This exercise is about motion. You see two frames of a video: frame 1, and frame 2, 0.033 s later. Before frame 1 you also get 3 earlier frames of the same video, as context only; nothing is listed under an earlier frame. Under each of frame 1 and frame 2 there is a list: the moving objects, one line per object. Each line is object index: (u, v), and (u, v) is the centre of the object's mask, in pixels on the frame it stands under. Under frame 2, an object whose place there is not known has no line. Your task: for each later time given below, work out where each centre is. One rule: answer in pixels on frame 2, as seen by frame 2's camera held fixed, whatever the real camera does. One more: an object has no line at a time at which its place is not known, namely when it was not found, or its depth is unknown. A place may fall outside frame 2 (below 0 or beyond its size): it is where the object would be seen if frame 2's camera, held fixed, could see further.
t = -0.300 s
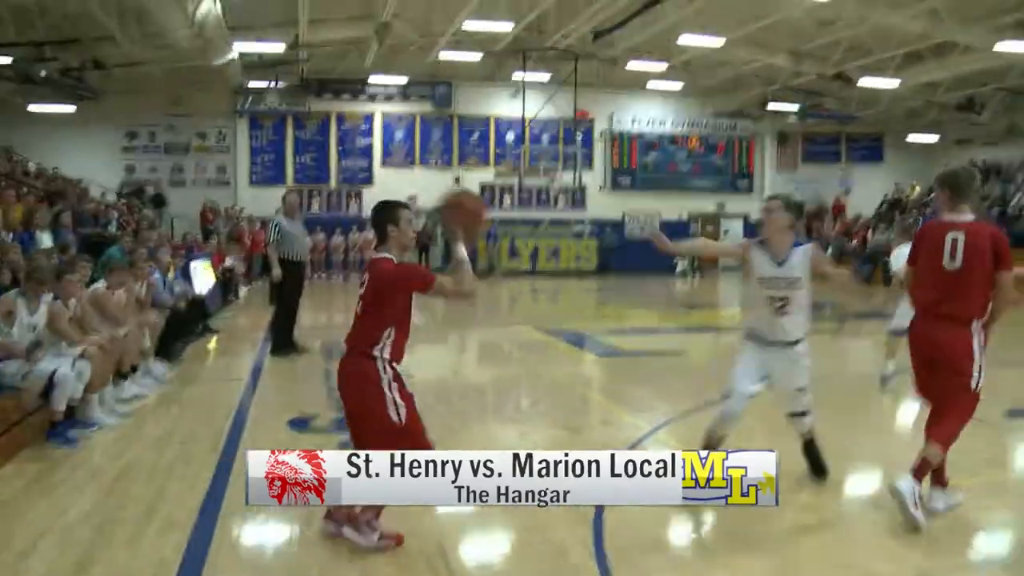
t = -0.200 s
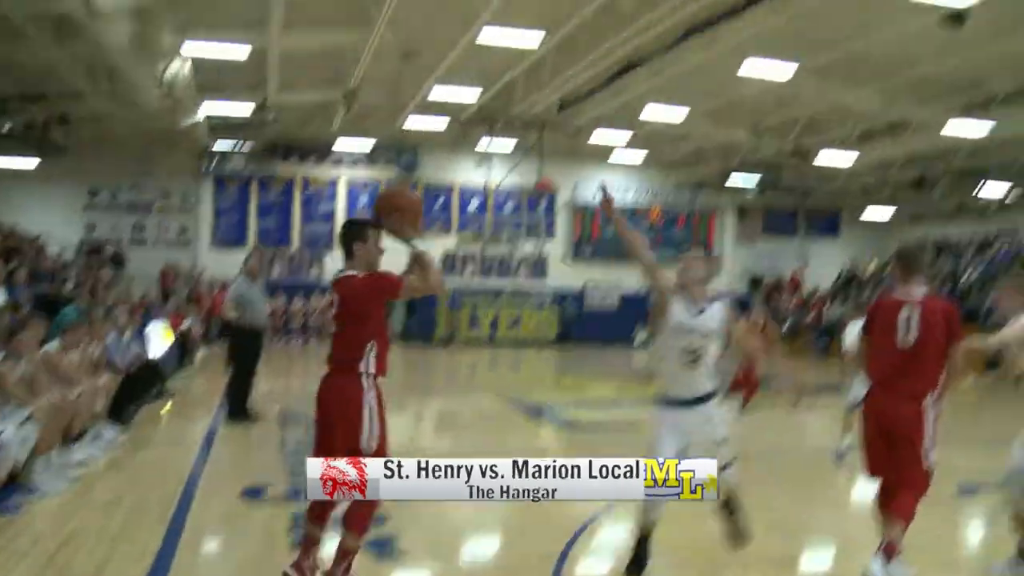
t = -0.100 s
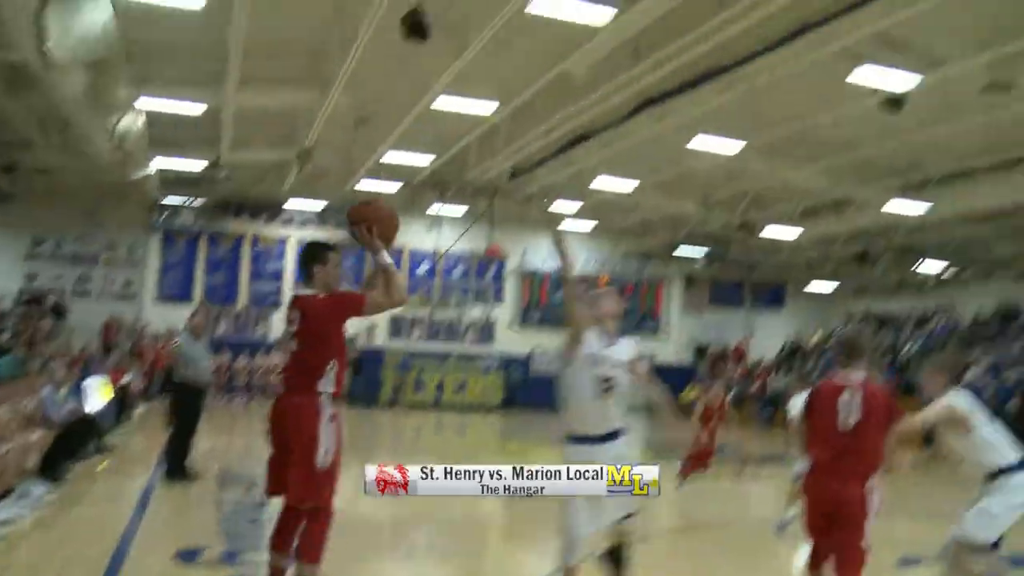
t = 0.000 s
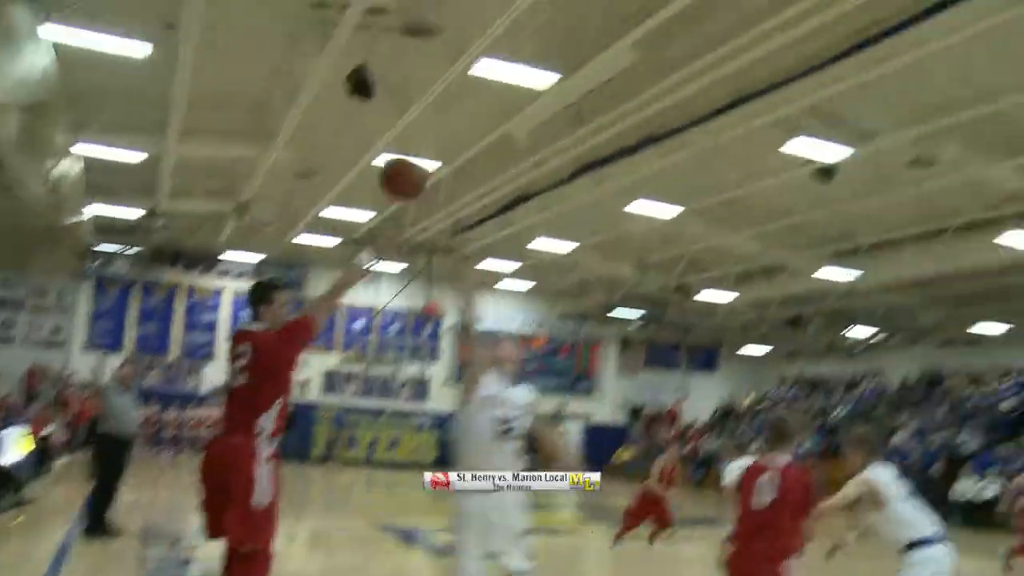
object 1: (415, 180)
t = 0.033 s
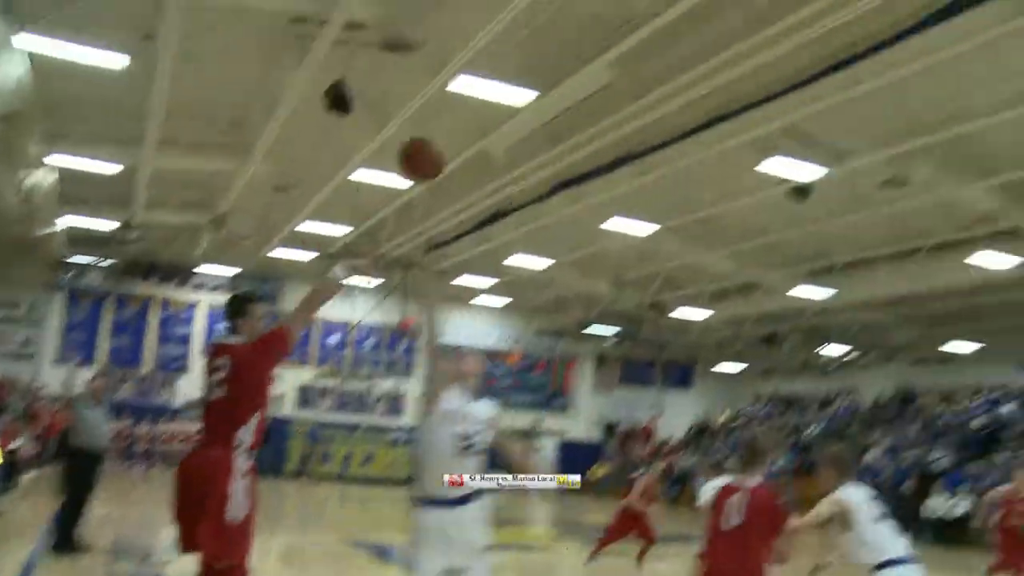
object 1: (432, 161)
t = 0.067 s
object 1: (472, 132)
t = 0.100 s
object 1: (512, 105)
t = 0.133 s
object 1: (552, 78)
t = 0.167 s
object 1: (588, 55)
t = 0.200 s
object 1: (624, 36)
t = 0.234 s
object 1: (658, 17)
